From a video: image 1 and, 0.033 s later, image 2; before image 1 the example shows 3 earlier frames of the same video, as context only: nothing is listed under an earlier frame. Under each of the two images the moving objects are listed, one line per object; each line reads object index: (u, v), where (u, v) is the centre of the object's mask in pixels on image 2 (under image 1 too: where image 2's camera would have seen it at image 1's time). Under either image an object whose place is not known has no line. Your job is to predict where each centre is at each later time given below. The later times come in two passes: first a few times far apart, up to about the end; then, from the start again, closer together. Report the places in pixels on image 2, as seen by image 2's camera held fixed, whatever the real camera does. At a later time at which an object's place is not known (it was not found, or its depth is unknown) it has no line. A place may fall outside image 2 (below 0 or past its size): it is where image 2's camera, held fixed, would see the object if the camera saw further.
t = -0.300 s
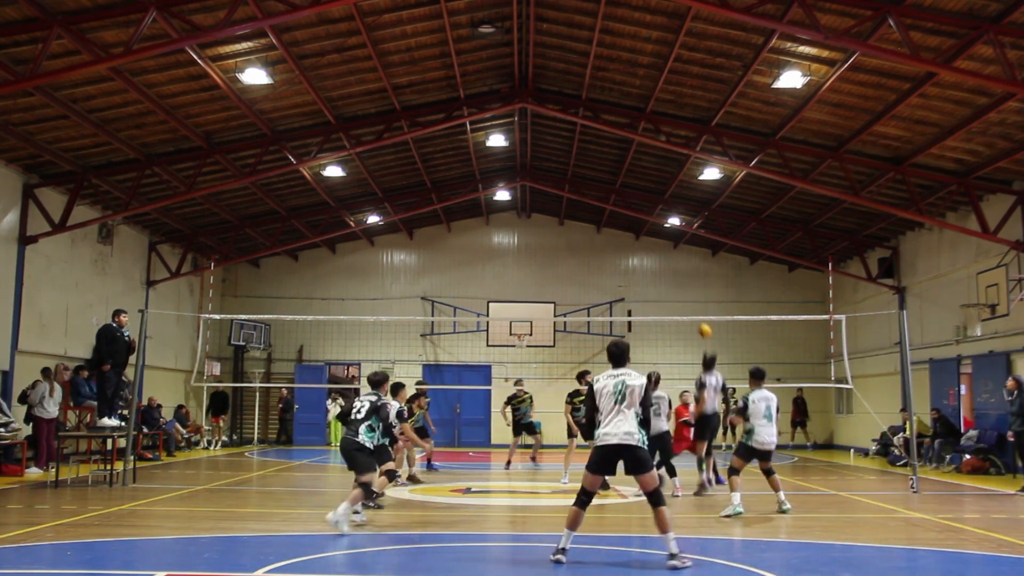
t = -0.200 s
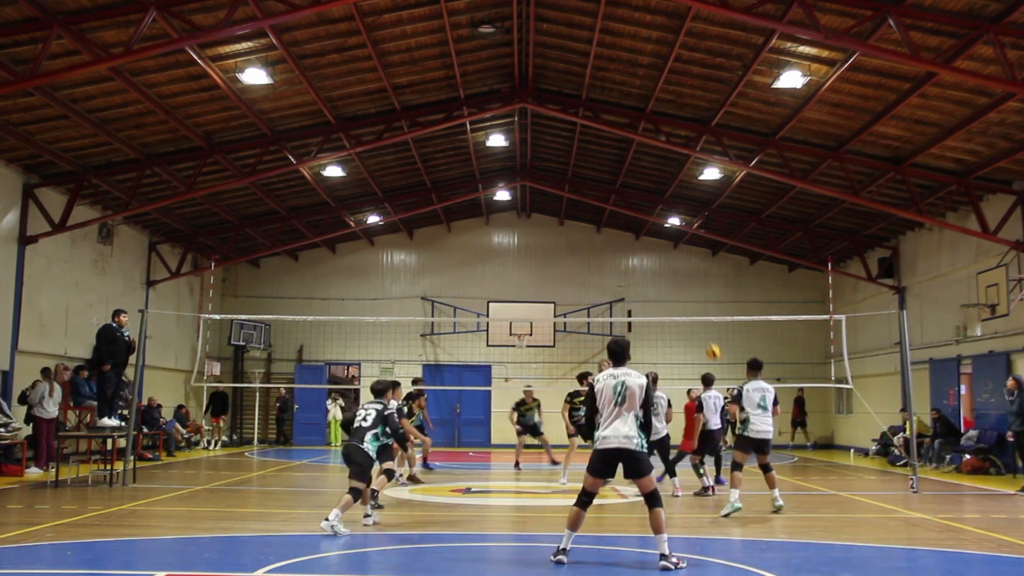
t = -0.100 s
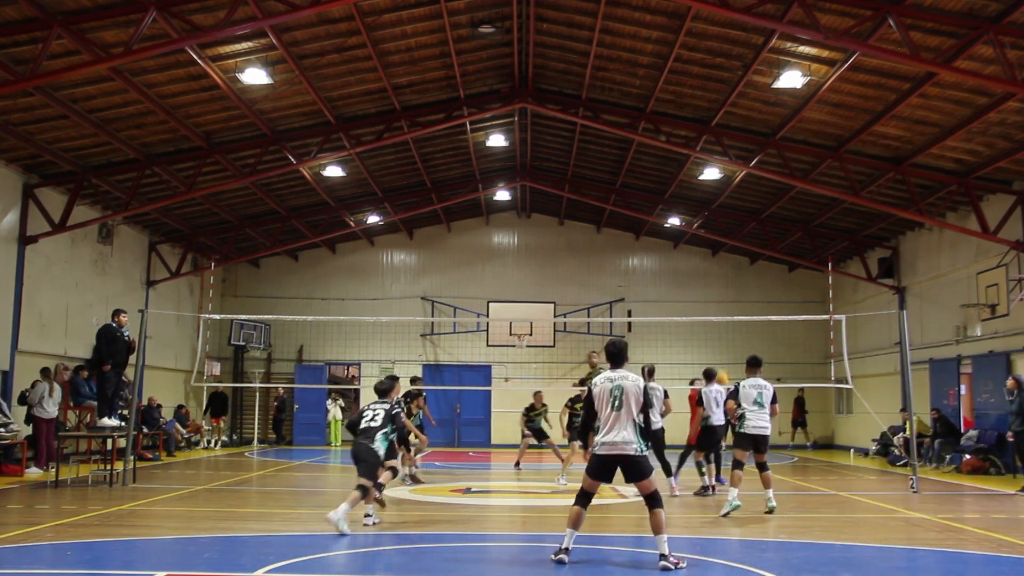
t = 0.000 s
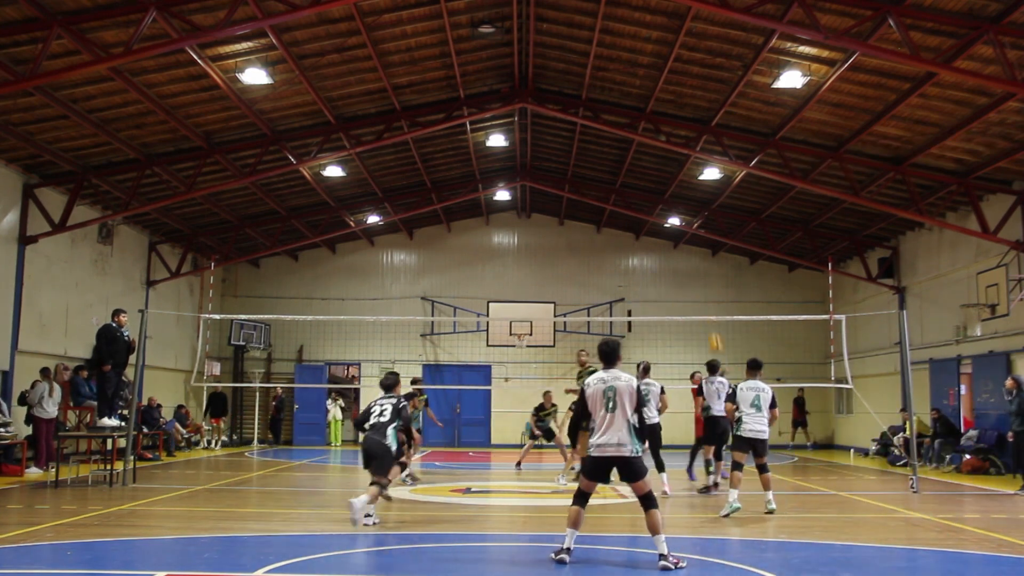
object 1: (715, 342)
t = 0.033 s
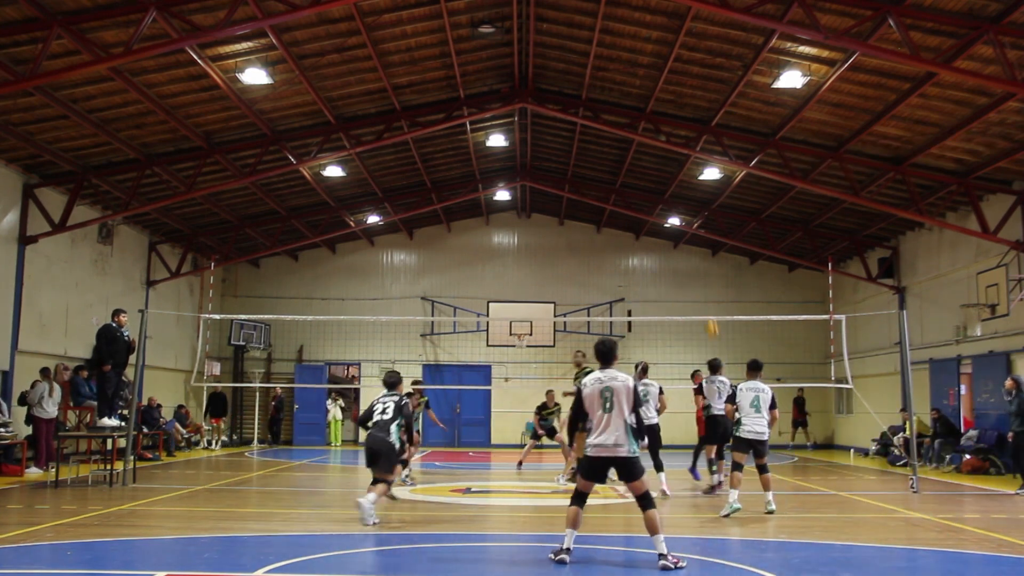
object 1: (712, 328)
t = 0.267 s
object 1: (688, 238)
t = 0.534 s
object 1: (660, 181)
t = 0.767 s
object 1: (637, 164)
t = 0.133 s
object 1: (702, 283)
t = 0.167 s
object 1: (698, 271)
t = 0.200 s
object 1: (695, 259)
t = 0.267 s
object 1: (688, 238)
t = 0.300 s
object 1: (685, 230)
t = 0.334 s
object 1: (682, 218)
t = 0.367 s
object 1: (677, 211)
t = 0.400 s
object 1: (674, 204)
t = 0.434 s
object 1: (671, 197)
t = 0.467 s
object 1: (667, 191)
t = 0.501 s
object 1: (664, 186)
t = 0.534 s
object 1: (660, 181)
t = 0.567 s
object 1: (657, 176)
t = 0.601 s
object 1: (654, 173)
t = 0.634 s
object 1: (651, 170)
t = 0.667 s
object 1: (647, 167)
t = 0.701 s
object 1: (644, 166)
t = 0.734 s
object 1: (640, 165)
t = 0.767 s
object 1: (637, 164)
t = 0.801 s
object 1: (634, 165)
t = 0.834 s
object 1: (631, 166)
